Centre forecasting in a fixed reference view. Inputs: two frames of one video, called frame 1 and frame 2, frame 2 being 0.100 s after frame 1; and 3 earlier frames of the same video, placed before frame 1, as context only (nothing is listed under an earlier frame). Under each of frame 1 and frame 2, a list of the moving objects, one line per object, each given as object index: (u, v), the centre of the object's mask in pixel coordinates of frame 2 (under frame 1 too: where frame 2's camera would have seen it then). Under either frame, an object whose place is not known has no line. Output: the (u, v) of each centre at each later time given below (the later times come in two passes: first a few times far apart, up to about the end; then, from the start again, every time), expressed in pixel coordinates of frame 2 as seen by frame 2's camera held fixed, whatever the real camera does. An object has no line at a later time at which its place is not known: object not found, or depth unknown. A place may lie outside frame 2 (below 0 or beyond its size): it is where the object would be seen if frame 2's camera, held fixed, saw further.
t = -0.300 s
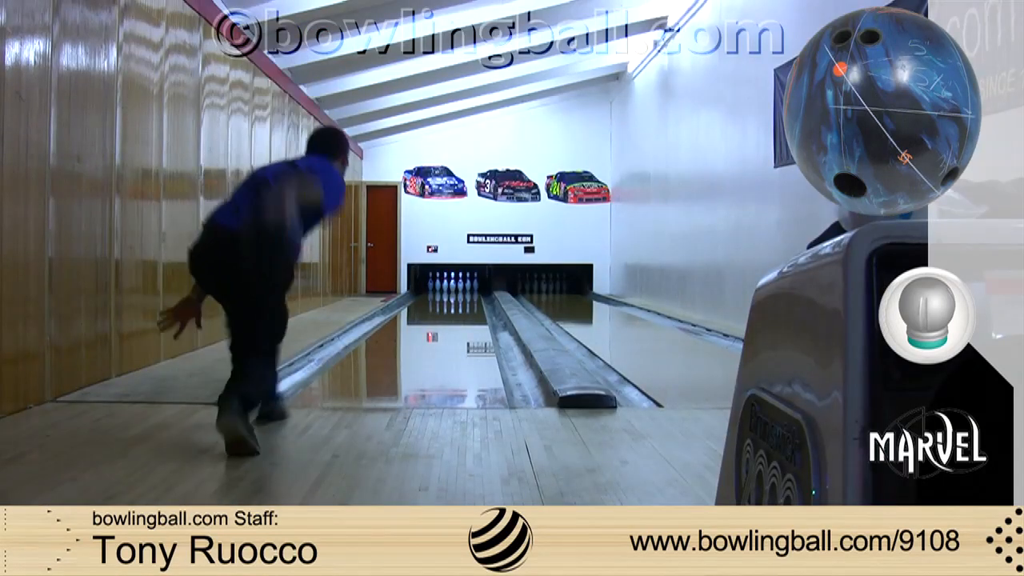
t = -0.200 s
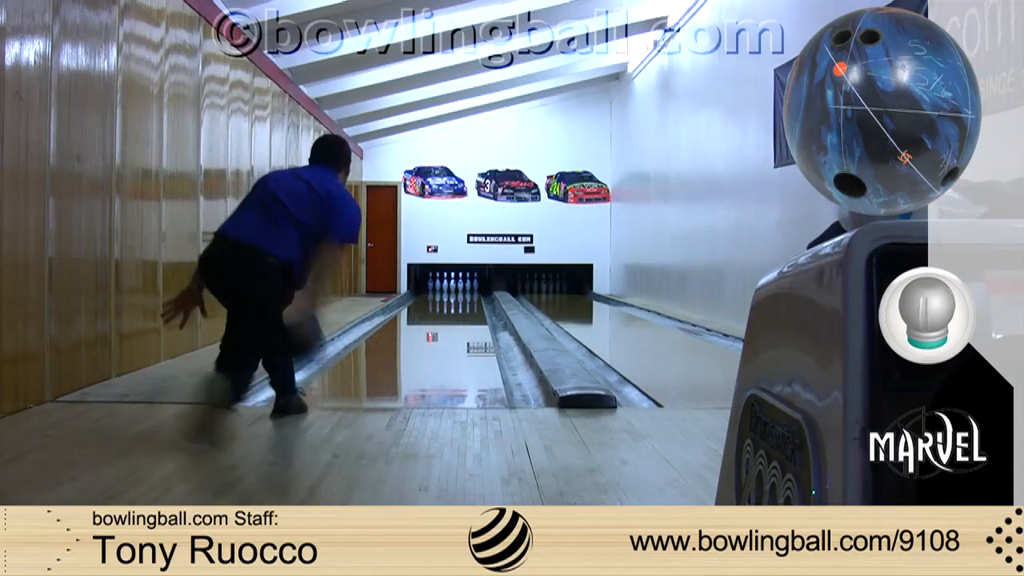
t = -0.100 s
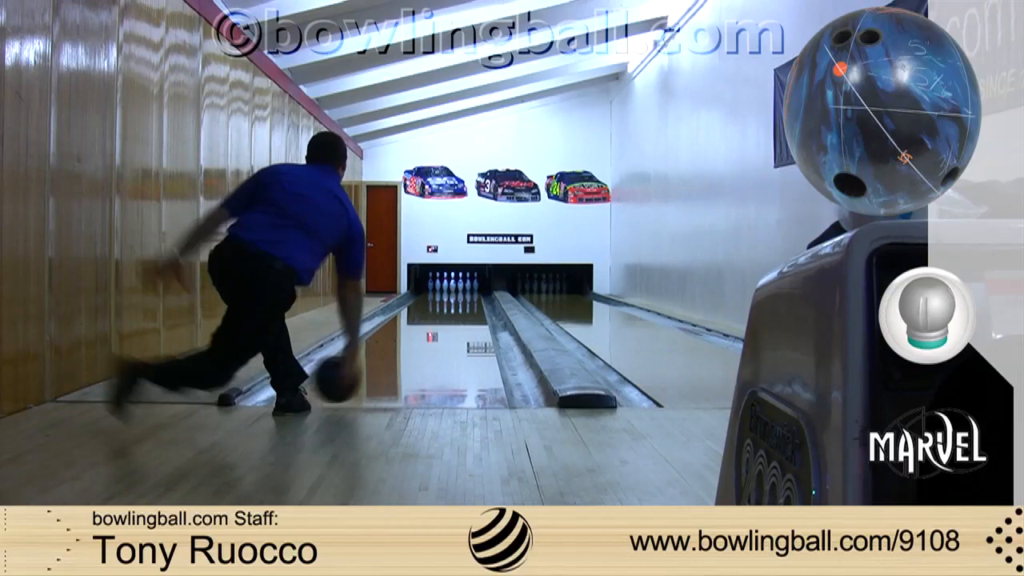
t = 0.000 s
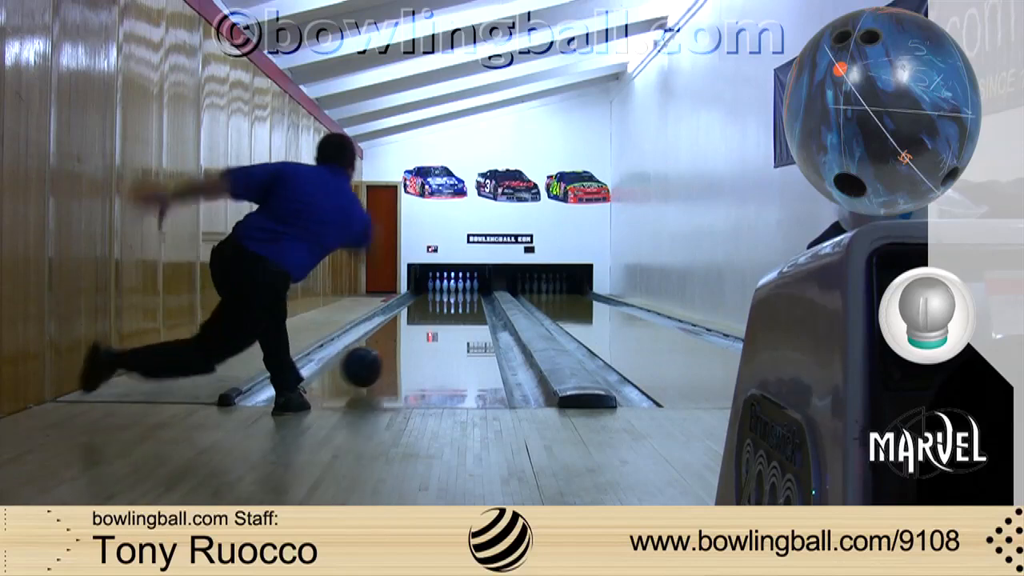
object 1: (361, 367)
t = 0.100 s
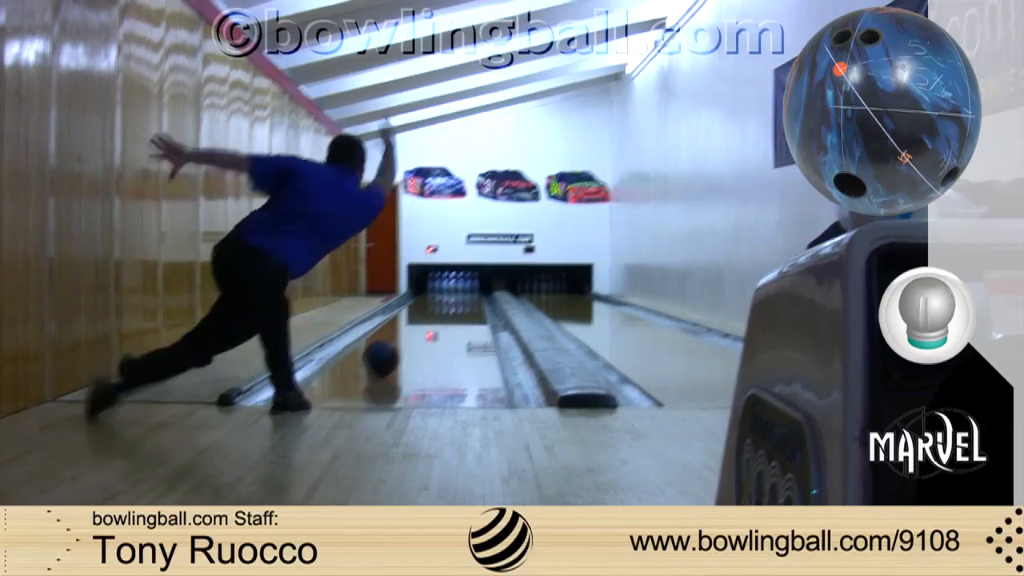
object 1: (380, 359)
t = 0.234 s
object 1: (400, 345)
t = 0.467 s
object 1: (424, 328)
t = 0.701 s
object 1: (439, 317)
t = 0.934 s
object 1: (450, 309)
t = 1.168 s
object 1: (457, 303)
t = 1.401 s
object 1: (462, 298)
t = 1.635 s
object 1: (466, 293)
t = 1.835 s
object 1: (466, 291)
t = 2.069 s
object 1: (463, 288)
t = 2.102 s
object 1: (463, 288)
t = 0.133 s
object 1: (386, 355)
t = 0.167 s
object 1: (391, 352)
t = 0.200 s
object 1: (396, 348)
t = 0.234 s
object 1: (400, 345)
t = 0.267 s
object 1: (405, 342)
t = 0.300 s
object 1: (409, 339)
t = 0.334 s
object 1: (412, 337)
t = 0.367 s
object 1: (416, 334)
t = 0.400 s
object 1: (419, 333)
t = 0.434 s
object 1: (422, 330)
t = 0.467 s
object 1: (424, 328)
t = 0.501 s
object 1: (427, 327)
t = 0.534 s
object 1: (429, 325)
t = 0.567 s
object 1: (432, 323)
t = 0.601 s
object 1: (434, 321)
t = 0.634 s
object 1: (436, 319)
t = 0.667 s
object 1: (438, 318)
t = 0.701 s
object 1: (439, 317)
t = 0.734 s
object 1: (441, 315)
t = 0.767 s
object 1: (443, 314)
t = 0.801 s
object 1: (445, 313)
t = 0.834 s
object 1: (446, 312)
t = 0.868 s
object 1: (447, 311)
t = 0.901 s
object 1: (449, 310)
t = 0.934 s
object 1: (450, 309)
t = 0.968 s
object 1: (452, 308)
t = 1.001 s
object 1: (453, 307)
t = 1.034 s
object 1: (453, 306)
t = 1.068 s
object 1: (454, 305)
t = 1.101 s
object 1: (456, 304)
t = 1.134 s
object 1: (456, 303)
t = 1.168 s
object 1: (457, 303)
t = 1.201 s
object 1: (458, 302)
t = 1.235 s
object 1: (459, 301)
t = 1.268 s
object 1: (460, 301)
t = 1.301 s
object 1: (460, 300)
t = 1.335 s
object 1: (461, 299)
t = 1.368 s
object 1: (462, 299)
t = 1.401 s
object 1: (462, 298)
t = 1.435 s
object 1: (462, 297)
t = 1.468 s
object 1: (464, 297)
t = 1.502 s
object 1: (464, 296)
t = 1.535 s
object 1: (465, 295)
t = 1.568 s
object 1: (465, 295)
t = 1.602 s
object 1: (466, 293)
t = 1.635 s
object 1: (466, 293)
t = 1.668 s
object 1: (466, 293)
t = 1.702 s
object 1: (466, 292)
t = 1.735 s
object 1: (466, 292)
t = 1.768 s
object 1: (466, 292)
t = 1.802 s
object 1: (466, 291)
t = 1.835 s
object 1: (466, 291)
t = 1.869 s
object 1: (466, 290)
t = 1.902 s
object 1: (466, 290)
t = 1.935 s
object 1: (466, 289)
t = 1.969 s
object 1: (466, 289)
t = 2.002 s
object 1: (463, 289)
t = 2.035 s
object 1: (462, 288)
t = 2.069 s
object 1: (463, 288)
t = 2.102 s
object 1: (463, 288)
